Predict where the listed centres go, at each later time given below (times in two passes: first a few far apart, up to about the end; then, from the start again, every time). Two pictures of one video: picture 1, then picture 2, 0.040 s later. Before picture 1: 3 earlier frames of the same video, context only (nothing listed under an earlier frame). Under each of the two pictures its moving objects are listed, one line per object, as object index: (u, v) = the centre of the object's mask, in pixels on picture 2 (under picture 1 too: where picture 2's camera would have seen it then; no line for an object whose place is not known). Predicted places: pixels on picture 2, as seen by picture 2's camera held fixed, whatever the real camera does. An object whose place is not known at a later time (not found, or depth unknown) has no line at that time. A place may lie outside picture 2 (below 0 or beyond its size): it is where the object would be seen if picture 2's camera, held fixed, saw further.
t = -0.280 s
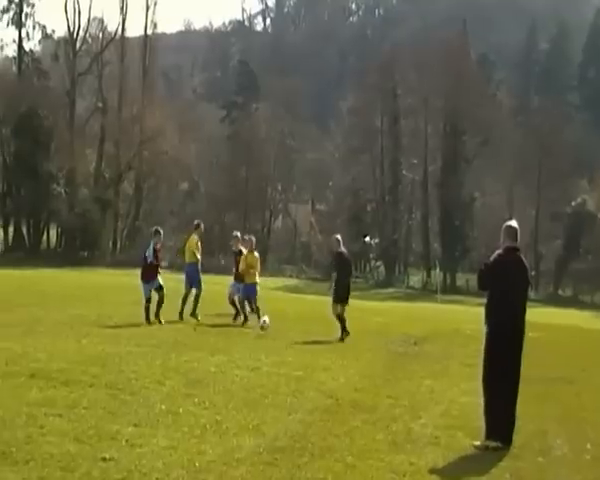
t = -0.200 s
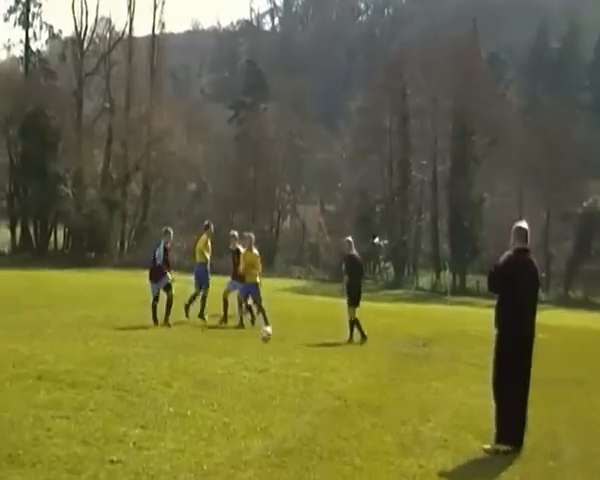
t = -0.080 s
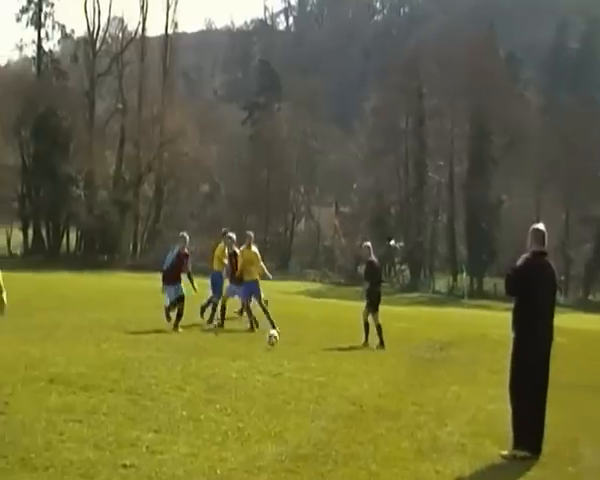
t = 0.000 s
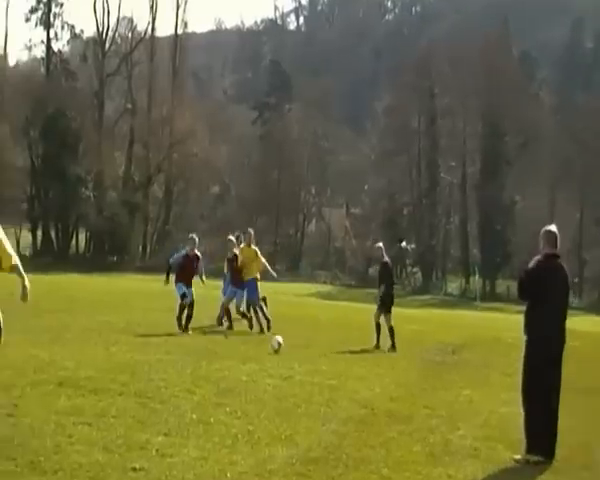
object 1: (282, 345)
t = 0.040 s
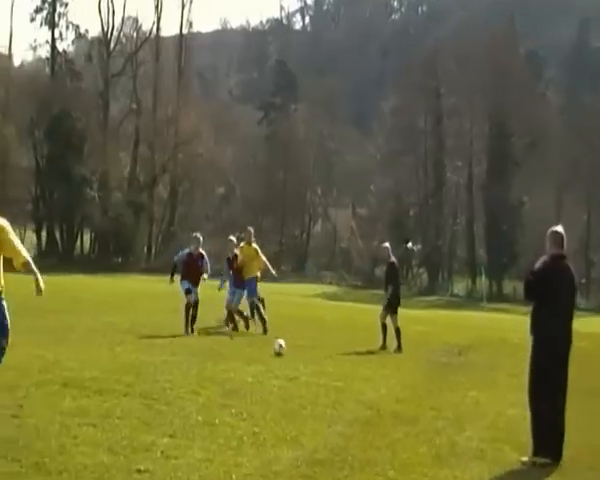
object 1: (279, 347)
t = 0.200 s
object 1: (270, 343)
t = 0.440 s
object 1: (255, 357)
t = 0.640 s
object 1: (245, 370)
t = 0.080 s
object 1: (277, 345)
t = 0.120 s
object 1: (275, 343)
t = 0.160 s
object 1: (273, 342)
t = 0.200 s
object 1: (270, 343)
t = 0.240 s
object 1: (267, 345)
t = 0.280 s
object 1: (264, 348)
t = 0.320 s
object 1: (262, 353)
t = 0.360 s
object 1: (259, 360)
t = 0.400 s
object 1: (256, 359)
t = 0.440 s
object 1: (255, 357)
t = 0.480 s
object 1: (254, 357)
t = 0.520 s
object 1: (252, 357)
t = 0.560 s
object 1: (249, 360)
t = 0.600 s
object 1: (248, 364)
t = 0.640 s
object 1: (245, 370)
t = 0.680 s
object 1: (242, 369)
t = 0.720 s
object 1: (241, 369)
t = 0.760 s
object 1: (238, 370)
